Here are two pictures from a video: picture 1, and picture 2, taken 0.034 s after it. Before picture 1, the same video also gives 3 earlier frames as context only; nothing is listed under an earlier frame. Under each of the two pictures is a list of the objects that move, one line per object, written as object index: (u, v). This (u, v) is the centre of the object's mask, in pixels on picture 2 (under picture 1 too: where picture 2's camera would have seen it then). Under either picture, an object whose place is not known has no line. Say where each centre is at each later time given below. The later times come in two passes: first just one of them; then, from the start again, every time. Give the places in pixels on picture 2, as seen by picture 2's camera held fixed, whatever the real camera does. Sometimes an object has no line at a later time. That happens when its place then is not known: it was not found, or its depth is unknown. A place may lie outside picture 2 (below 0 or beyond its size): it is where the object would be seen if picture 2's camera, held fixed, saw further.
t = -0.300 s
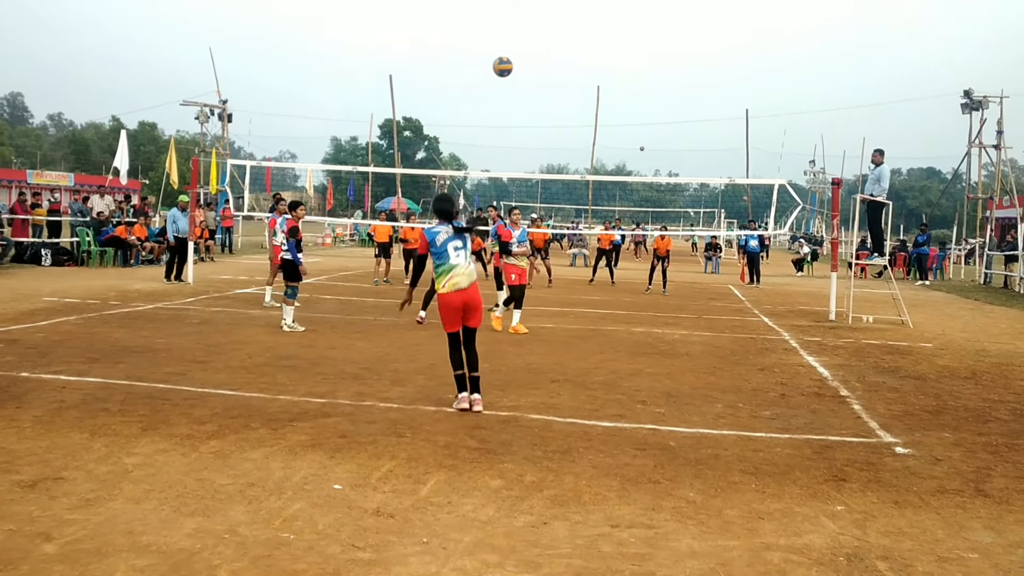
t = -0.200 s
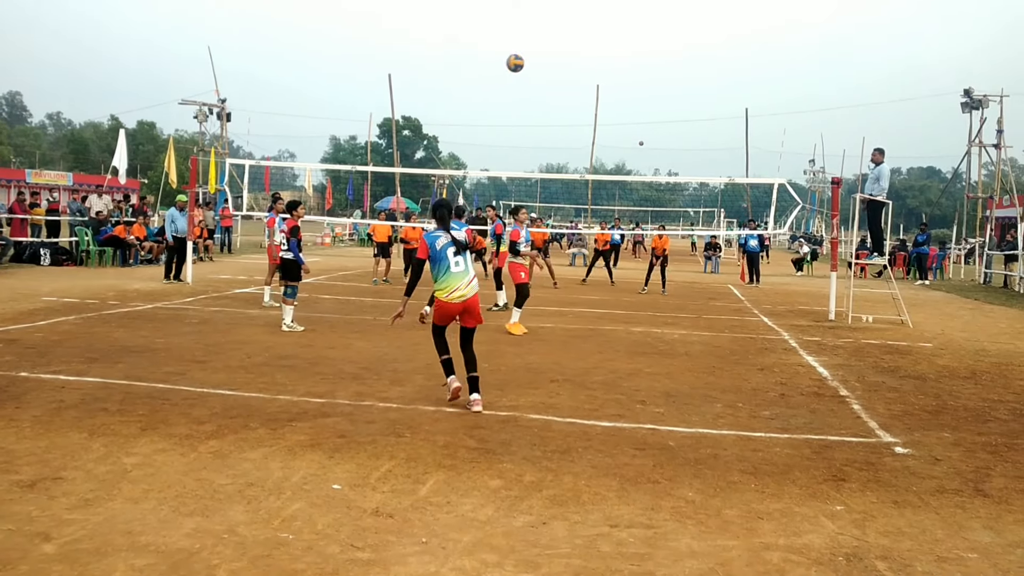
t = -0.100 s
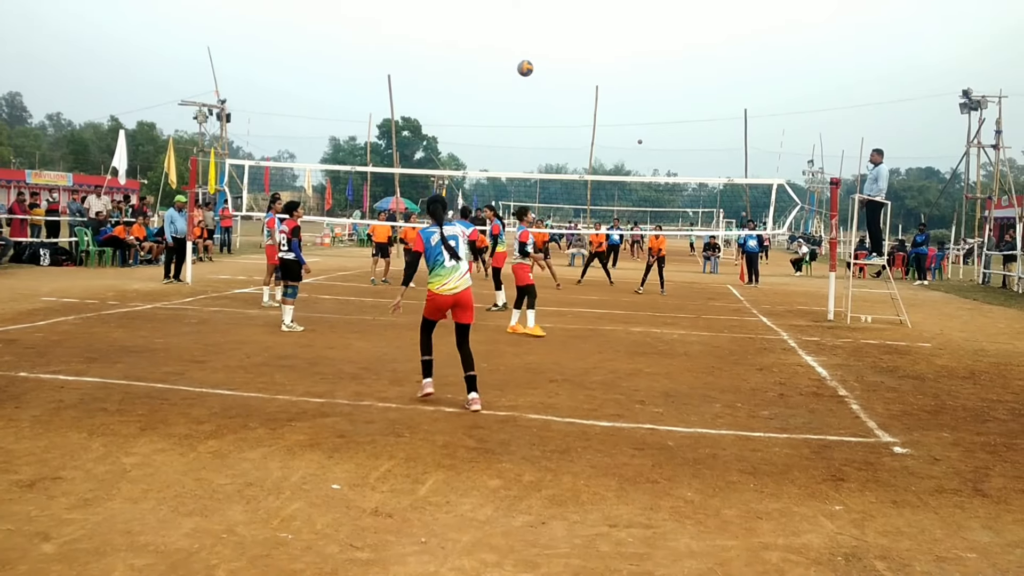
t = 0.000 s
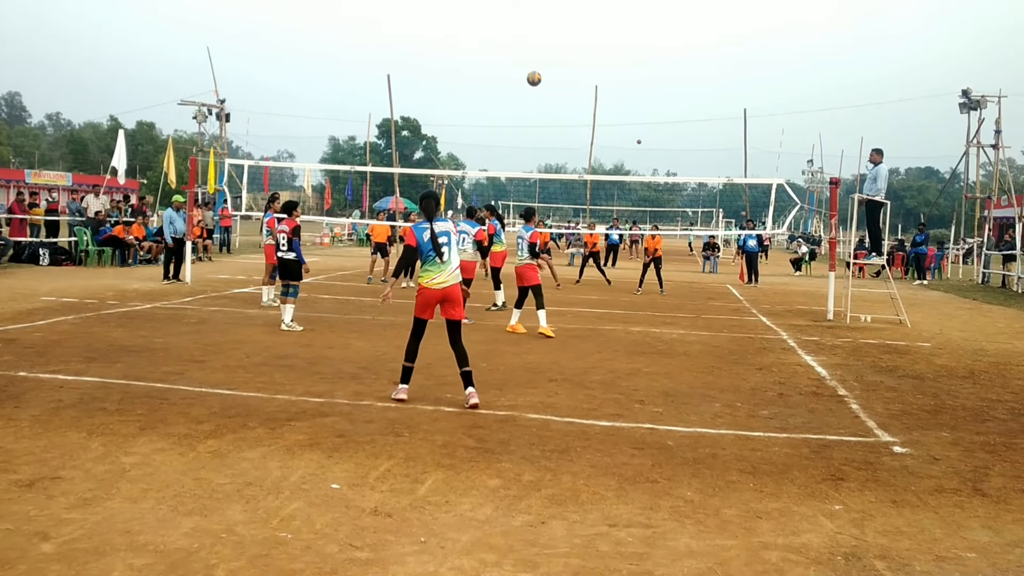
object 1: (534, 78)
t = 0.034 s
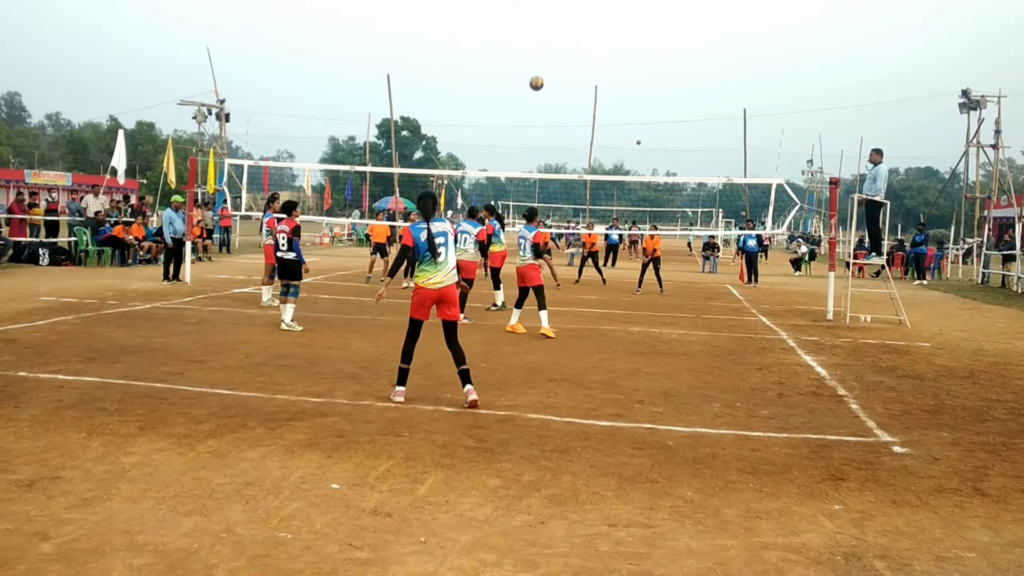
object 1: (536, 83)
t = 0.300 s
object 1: (551, 132)
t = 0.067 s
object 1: (539, 88)
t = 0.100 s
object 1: (541, 94)
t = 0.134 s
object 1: (543, 99)
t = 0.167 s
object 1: (545, 105)
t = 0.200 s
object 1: (547, 112)
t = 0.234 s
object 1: (549, 118)
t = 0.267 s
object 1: (550, 125)
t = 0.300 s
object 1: (551, 132)
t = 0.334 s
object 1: (552, 139)
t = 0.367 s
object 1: (554, 146)
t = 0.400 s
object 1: (555, 154)
